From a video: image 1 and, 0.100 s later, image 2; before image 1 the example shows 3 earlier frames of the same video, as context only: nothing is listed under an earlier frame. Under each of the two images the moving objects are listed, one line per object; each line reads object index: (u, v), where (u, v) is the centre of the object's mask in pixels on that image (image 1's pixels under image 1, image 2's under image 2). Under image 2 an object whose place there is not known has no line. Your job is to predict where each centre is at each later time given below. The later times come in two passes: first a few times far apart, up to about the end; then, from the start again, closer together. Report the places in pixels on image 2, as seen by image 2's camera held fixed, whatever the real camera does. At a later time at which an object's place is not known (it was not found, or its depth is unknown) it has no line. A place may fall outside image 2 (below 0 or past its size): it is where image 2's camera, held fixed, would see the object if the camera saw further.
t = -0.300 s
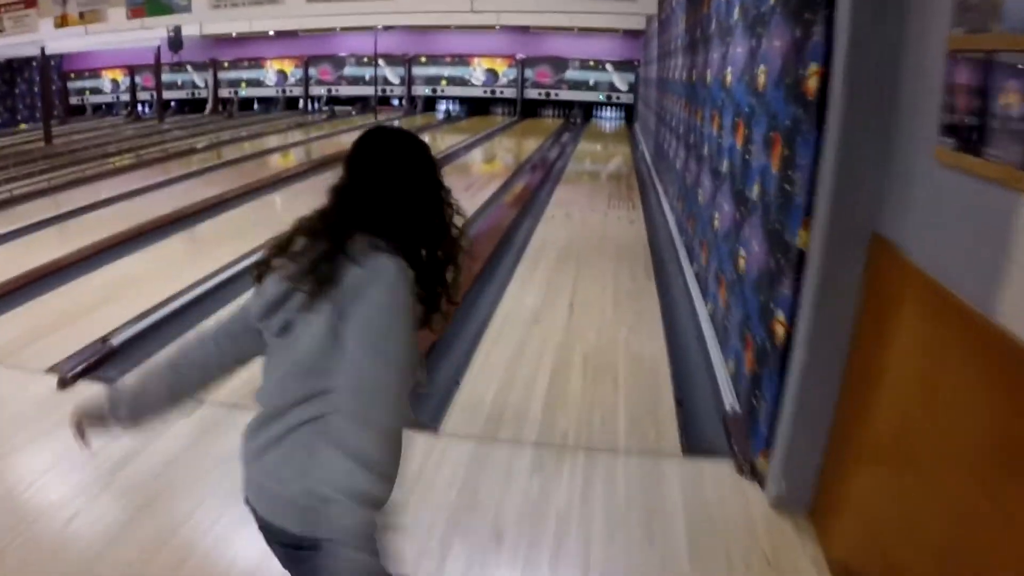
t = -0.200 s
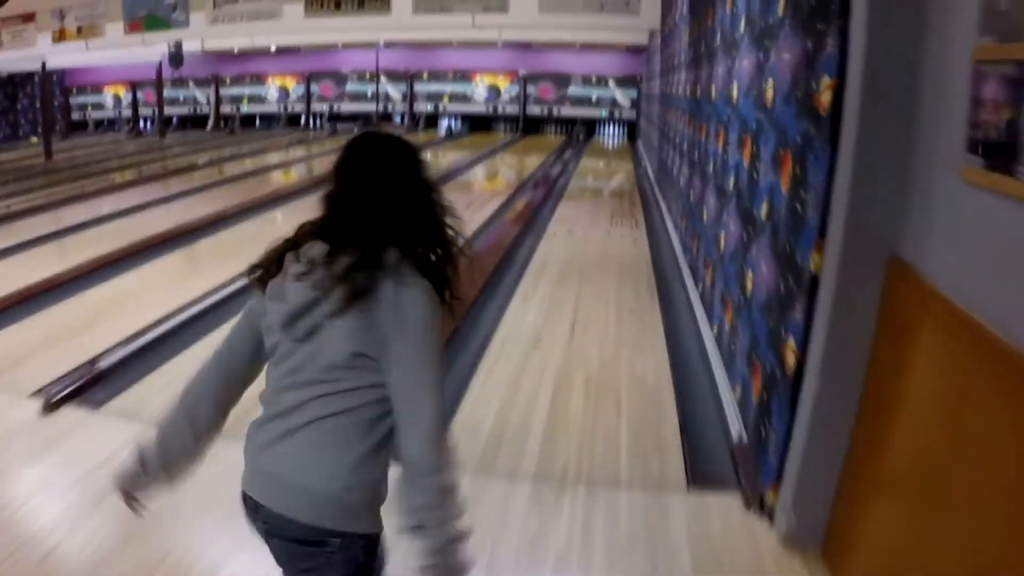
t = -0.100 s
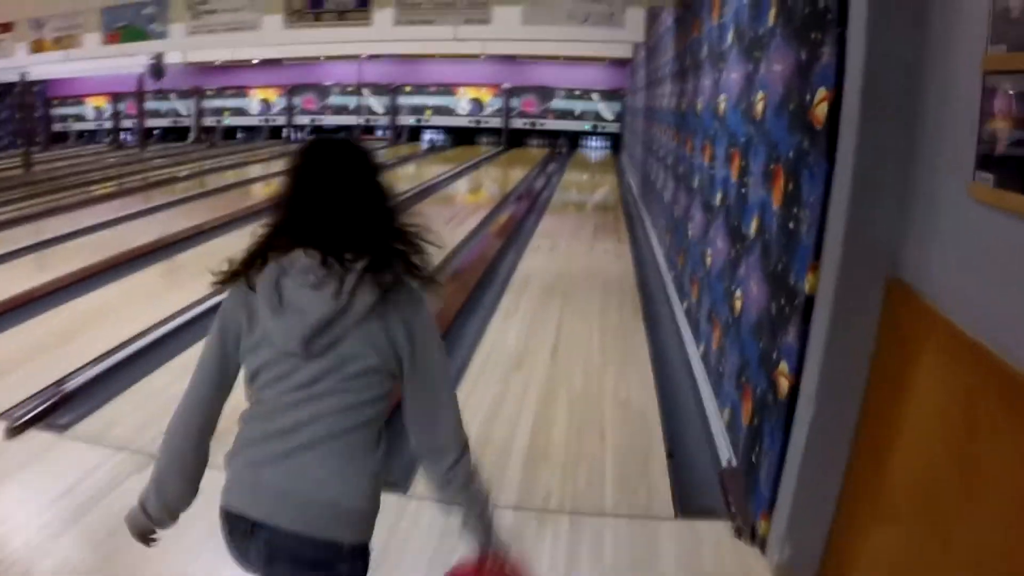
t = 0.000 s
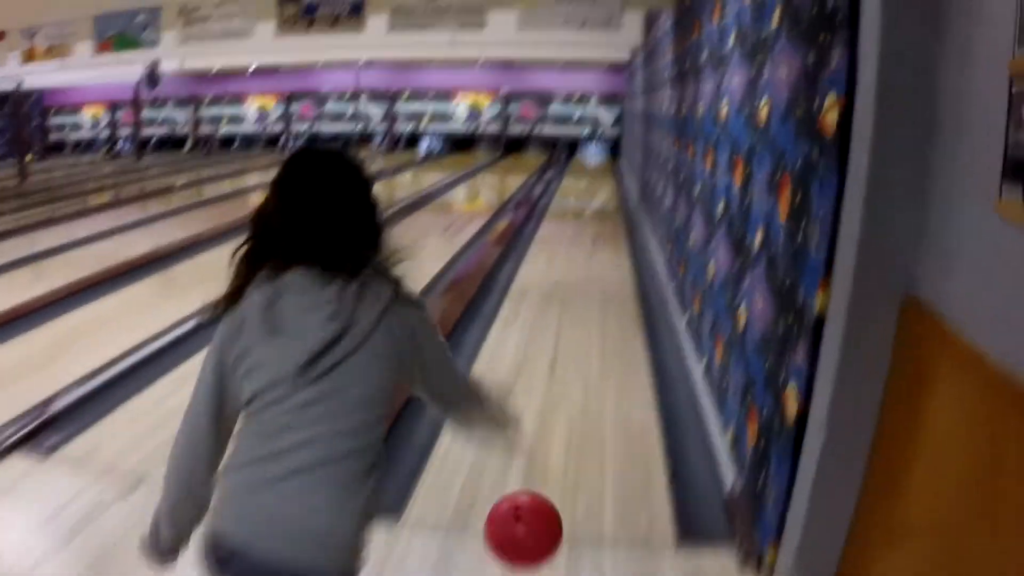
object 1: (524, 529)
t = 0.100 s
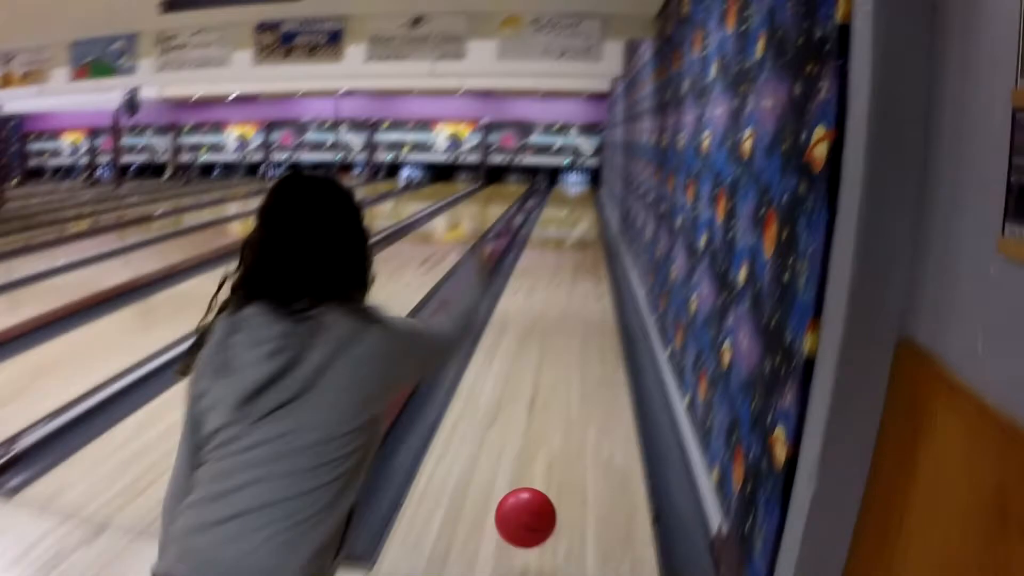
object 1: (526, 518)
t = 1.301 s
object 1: (583, 246)
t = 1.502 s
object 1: (583, 234)
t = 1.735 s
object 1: (583, 223)
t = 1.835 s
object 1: (585, 220)
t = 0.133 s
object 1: (532, 507)
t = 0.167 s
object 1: (536, 498)
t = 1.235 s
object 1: (582, 249)
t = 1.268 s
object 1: (582, 248)
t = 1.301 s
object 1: (583, 246)
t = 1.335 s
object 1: (583, 244)
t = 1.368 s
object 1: (583, 242)
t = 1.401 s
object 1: (583, 240)
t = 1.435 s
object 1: (583, 237)
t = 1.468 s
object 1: (583, 236)
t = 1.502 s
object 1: (583, 234)
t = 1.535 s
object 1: (584, 232)
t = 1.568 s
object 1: (581, 232)
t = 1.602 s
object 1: (580, 231)
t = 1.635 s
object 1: (581, 227)
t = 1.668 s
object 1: (583, 226)
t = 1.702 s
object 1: (583, 225)
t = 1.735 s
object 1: (583, 223)
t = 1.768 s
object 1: (582, 222)
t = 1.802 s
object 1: (585, 221)
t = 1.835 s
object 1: (585, 220)
